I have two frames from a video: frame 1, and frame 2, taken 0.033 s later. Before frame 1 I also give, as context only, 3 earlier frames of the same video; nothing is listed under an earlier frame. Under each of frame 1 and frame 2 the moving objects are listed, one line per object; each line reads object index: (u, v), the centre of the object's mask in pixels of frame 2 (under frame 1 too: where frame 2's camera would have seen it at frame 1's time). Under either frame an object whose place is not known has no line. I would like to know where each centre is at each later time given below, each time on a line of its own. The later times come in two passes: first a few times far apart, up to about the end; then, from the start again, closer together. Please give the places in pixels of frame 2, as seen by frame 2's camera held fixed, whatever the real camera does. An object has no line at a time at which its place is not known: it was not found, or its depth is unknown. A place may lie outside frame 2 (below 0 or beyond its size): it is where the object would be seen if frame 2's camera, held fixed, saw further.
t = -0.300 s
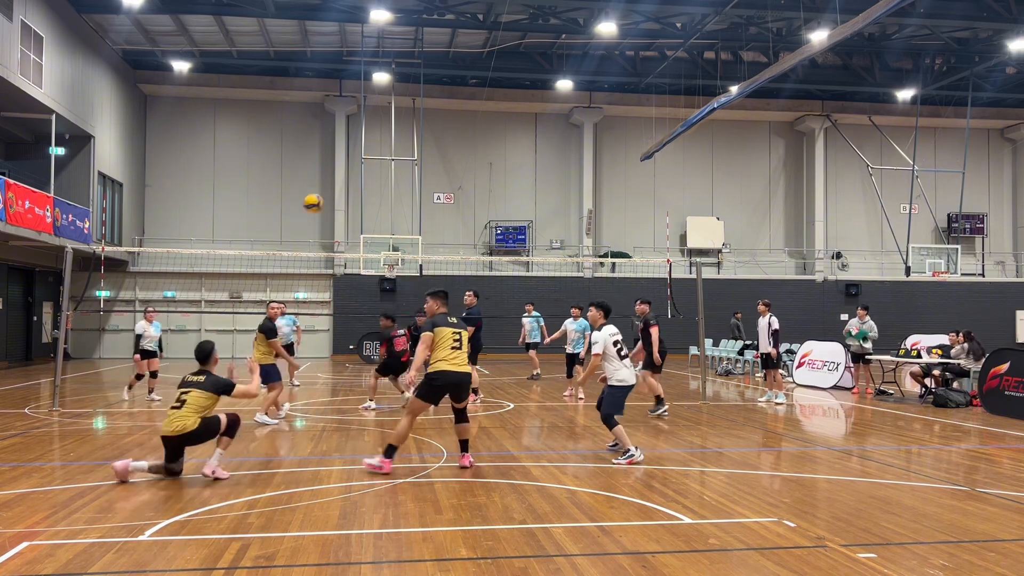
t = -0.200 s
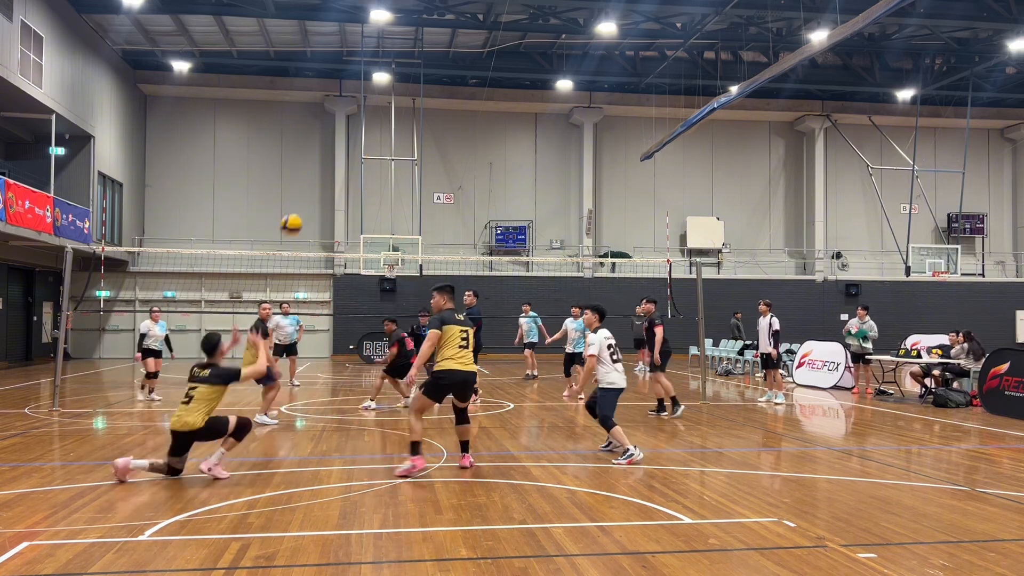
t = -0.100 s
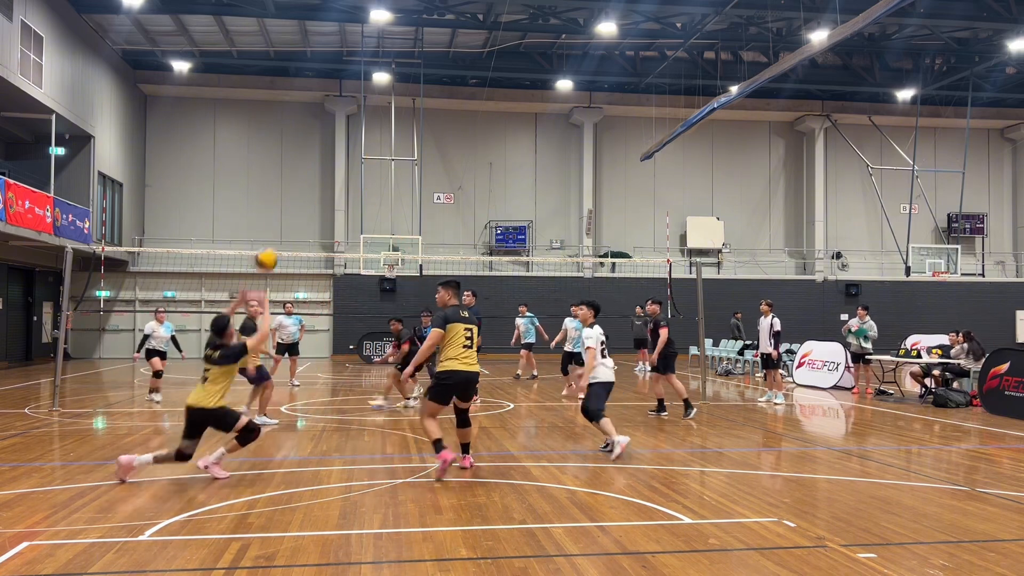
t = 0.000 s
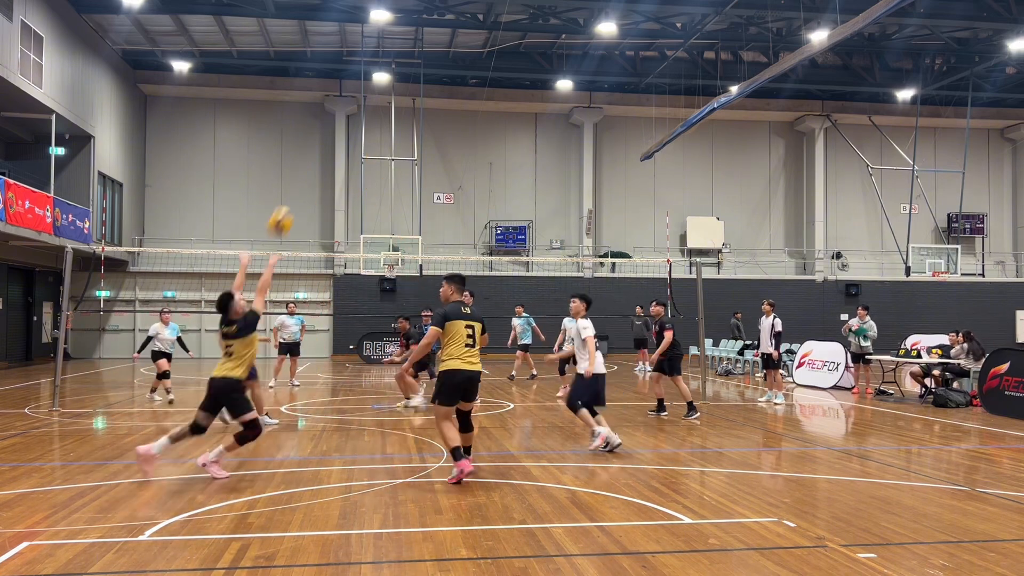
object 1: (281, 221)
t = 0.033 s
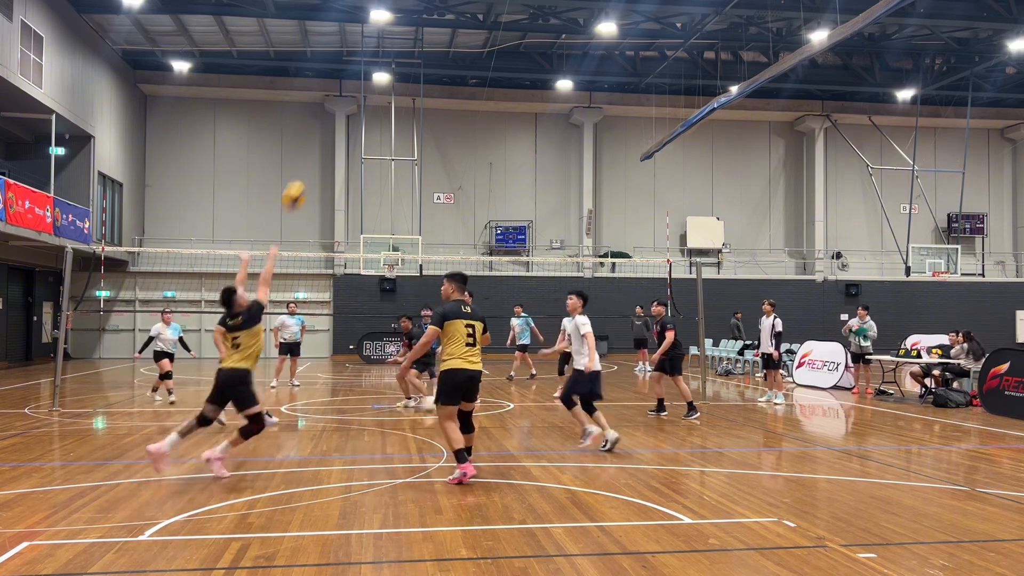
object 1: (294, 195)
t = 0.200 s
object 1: (353, 96)
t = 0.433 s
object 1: (420, 23)
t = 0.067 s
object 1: (306, 172)
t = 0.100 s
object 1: (320, 150)
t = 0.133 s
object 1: (330, 131)
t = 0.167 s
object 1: (342, 112)
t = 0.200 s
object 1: (353, 96)
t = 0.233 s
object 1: (362, 82)
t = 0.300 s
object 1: (383, 57)
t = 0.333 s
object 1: (392, 46)
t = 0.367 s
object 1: (403, 37)
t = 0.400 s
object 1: (412, 30)
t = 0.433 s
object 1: (420, 23)
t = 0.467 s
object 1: (428, 17)
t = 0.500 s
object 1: (437, 13)
